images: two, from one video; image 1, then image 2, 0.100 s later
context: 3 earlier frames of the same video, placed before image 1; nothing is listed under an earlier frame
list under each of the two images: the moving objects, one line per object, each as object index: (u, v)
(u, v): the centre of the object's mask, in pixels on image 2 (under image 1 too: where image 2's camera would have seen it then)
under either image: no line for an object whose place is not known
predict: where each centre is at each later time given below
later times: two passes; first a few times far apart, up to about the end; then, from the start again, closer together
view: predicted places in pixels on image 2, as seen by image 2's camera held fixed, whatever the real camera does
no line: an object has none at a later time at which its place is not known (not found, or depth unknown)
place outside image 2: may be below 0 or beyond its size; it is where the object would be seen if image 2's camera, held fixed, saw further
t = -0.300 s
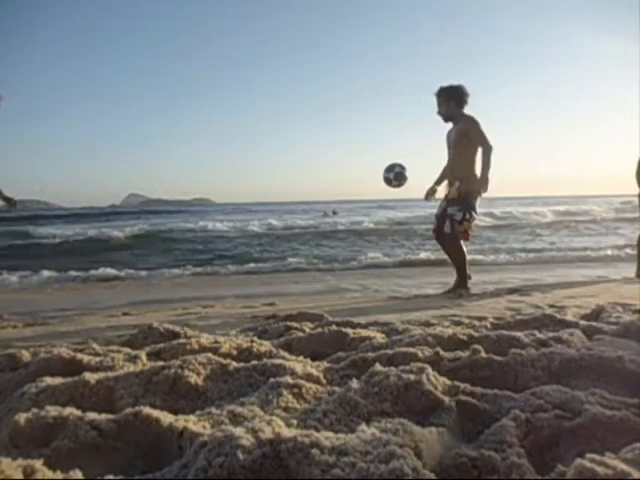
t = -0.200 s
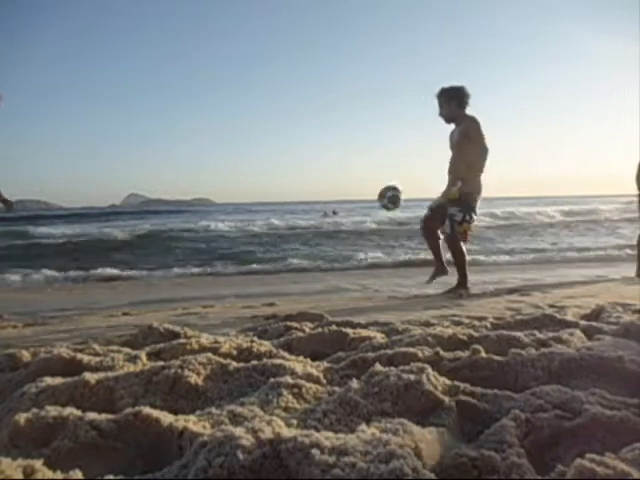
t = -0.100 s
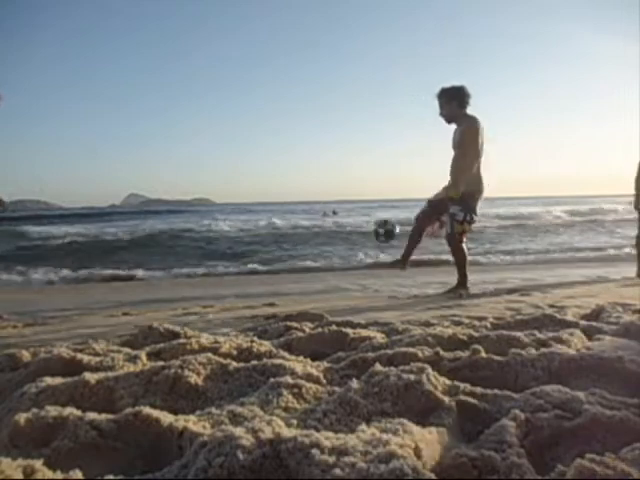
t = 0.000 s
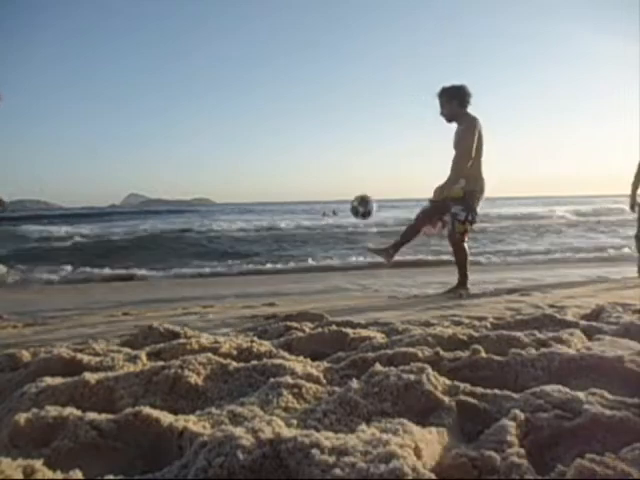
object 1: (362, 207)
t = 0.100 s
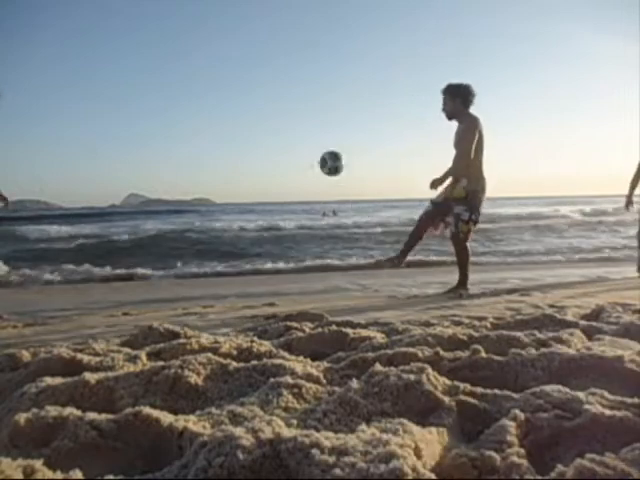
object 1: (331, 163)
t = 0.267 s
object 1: (279, 114)
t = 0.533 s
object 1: (197, 102)
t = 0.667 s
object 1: (156, 130)
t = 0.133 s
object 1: (321, 151)
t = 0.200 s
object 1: (300, 129)
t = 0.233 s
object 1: (289, 121)
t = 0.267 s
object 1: (279, 114)
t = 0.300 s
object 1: (269, 107)
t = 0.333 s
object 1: (258, 103)
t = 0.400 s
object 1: (238, 97)
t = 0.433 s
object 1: (228, 96)
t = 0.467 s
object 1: (217, 97)
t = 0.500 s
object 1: (207, 99)
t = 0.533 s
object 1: (197, 102)
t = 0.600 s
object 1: (176, 114)
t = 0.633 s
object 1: (166, 121)
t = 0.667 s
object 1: (156, 130)
